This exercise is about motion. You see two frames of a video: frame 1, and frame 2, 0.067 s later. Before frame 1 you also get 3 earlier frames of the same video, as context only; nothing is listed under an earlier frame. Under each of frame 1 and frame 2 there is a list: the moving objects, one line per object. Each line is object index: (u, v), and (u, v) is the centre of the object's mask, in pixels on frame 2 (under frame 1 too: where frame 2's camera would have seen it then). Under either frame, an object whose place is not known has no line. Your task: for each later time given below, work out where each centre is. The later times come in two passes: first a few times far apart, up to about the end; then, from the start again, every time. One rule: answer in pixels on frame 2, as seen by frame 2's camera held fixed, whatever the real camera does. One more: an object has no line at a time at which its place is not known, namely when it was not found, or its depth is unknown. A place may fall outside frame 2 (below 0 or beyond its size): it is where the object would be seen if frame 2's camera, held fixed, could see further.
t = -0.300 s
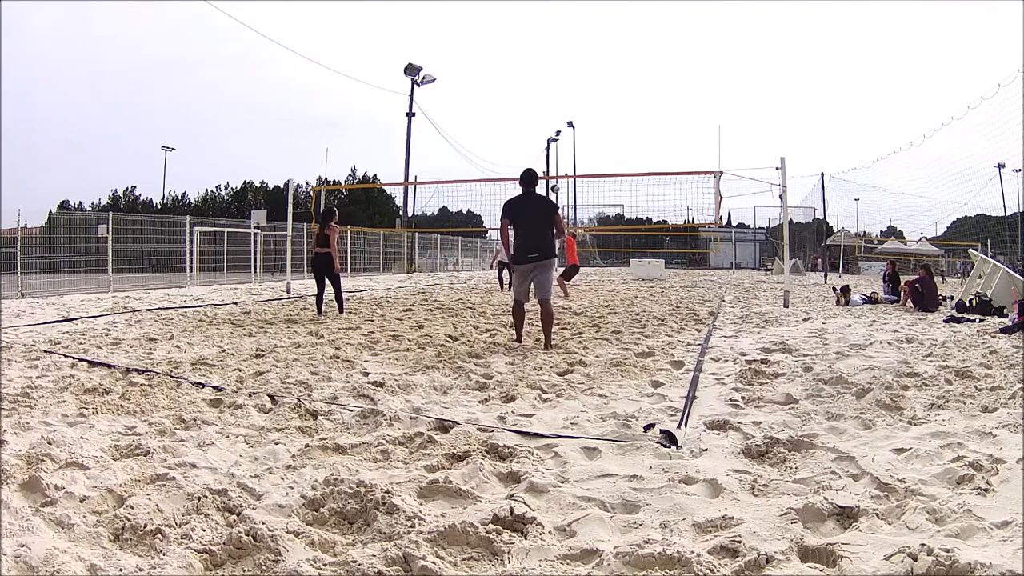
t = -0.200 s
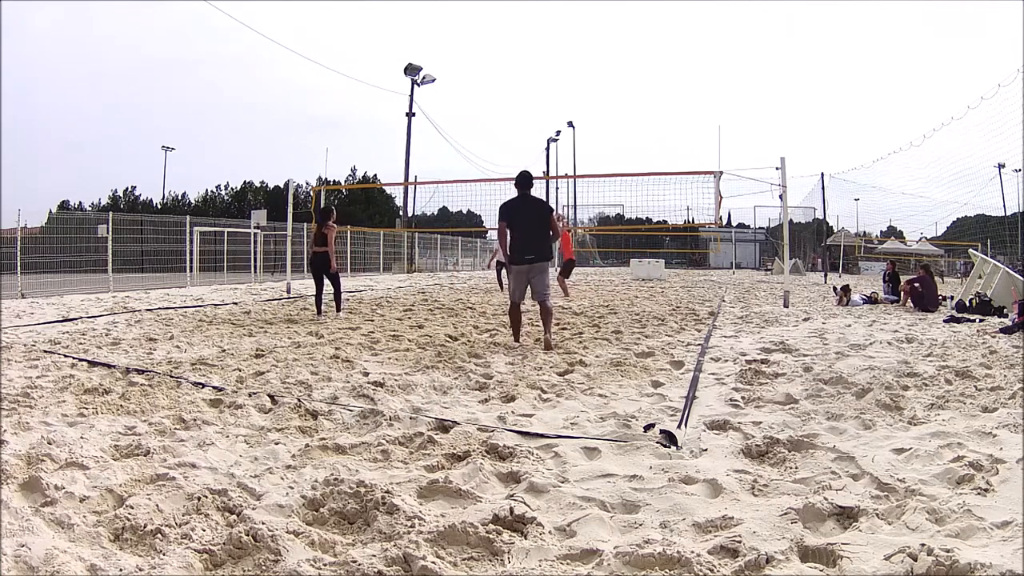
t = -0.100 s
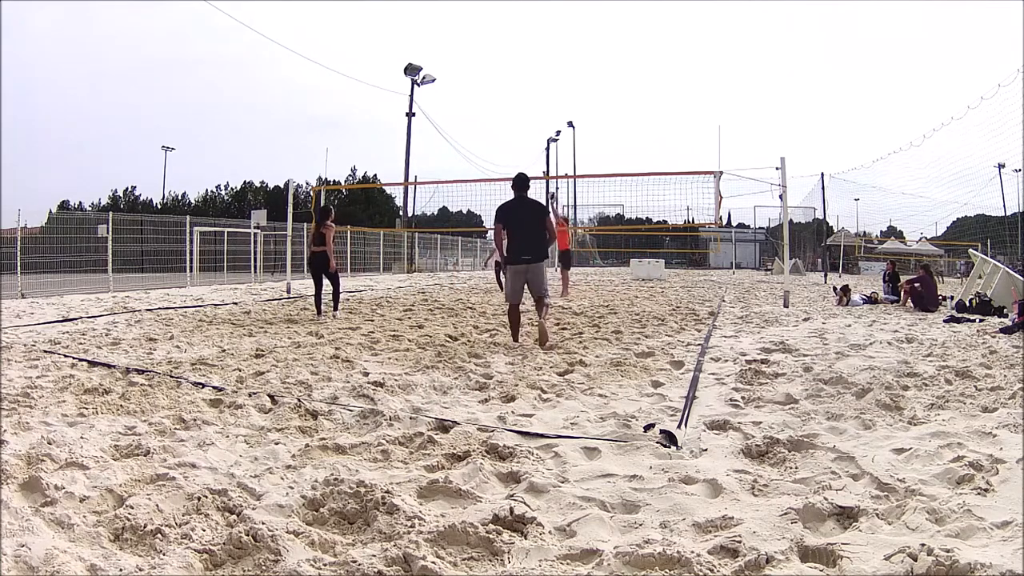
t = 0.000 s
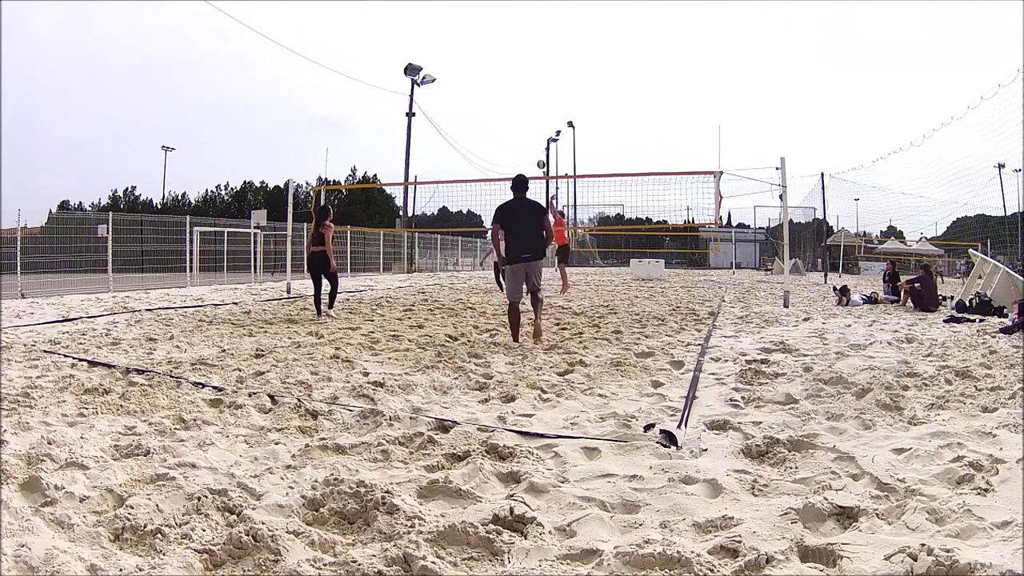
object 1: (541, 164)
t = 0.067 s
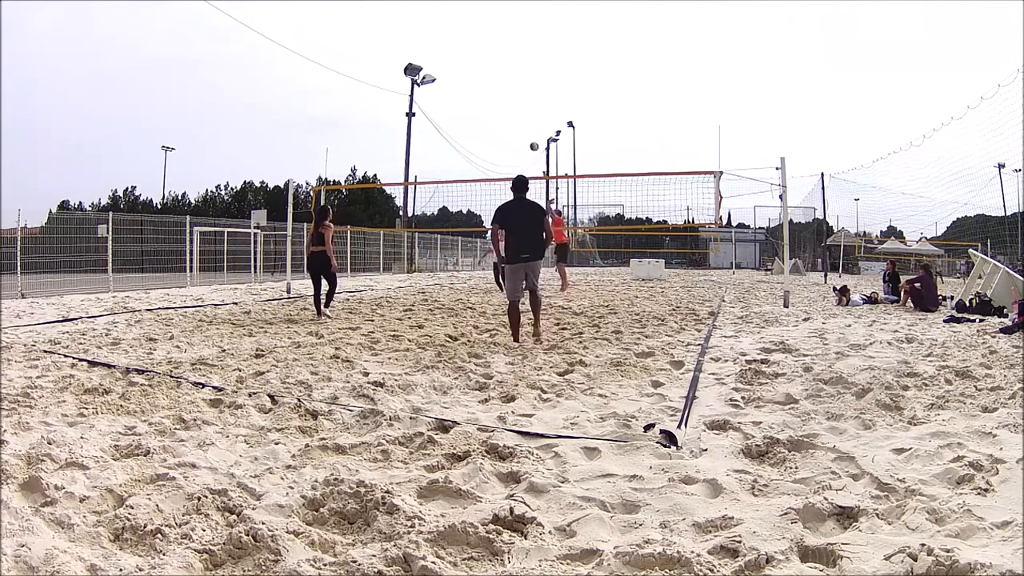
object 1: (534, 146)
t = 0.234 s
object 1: (516, 112)
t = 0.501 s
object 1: (490, 84)
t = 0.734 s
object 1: (468, 84)
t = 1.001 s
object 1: (444, 111)
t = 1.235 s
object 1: (425, 162)
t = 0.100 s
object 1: (530, 138)
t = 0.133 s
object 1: (527, 131)
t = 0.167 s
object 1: (523, 124)
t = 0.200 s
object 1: (519, 118)
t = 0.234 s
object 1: (516, 112)
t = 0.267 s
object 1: (513, 107)
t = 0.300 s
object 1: (510, 102)
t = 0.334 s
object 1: (506, 97)
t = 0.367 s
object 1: (503, 94)
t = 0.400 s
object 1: (500, 90)
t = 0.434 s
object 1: (497, 88)
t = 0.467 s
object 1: (493, 85)
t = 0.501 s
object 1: (490, 84)
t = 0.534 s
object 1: (487, 82)
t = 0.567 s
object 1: (484, 81)
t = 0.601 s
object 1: (481, 81)
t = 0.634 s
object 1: (477, 81)
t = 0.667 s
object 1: (474, 81)
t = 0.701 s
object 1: (471, 82)
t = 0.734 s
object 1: (468, 84)
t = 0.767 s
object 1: (465, 85)
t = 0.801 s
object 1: (462, 88)
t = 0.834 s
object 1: (459, 91)
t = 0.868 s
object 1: (456, 94)
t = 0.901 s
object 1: (453, 97)
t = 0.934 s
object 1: (450, 101)
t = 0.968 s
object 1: (447, 106)
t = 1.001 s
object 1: (444, 111)
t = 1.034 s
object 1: (442, 117)
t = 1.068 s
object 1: (439, 123)
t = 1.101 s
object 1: (436, 129)
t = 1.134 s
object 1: (433, 136)
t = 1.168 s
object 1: (431, 143)
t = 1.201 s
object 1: (427, 154)
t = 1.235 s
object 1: (425, 162)
